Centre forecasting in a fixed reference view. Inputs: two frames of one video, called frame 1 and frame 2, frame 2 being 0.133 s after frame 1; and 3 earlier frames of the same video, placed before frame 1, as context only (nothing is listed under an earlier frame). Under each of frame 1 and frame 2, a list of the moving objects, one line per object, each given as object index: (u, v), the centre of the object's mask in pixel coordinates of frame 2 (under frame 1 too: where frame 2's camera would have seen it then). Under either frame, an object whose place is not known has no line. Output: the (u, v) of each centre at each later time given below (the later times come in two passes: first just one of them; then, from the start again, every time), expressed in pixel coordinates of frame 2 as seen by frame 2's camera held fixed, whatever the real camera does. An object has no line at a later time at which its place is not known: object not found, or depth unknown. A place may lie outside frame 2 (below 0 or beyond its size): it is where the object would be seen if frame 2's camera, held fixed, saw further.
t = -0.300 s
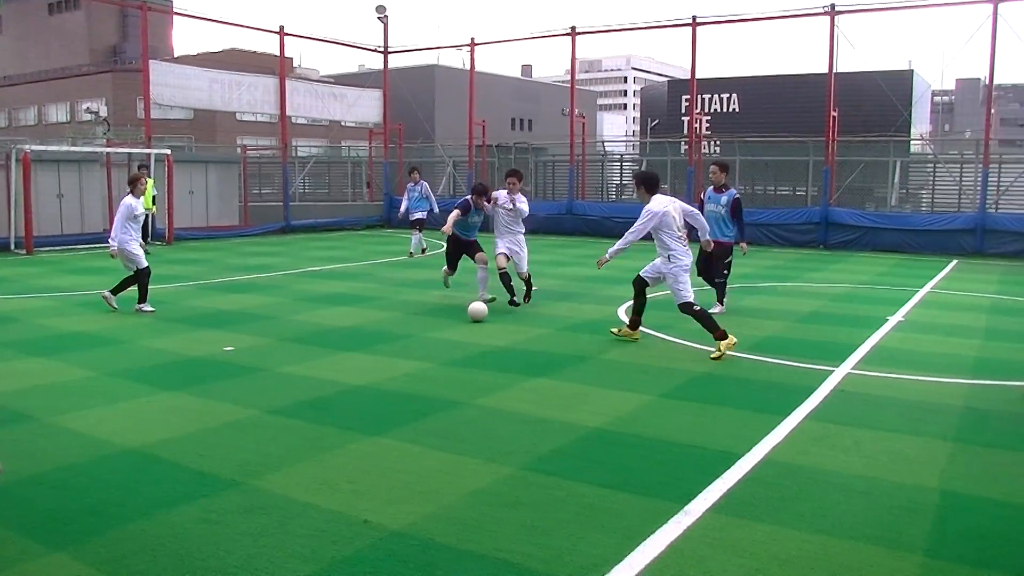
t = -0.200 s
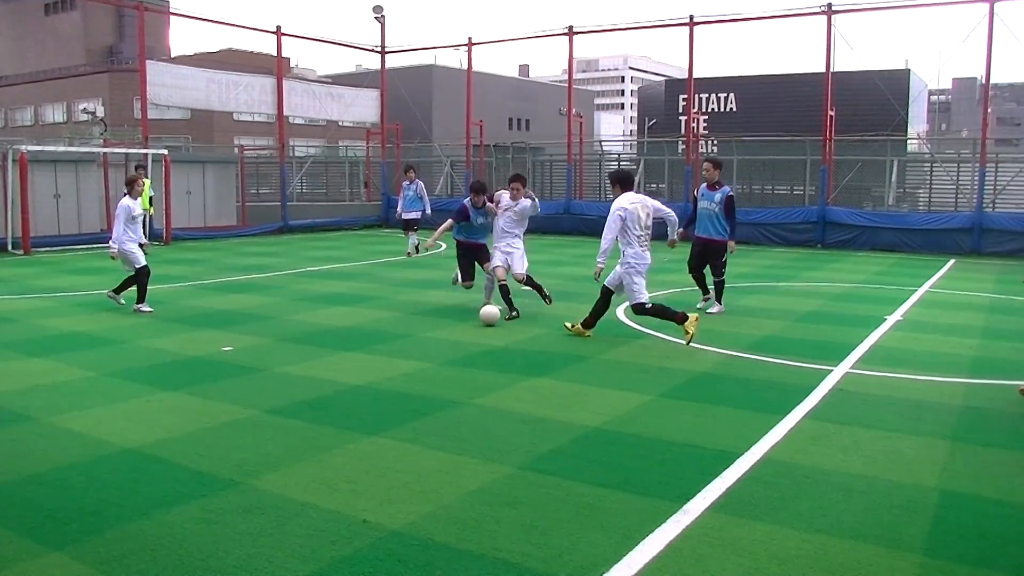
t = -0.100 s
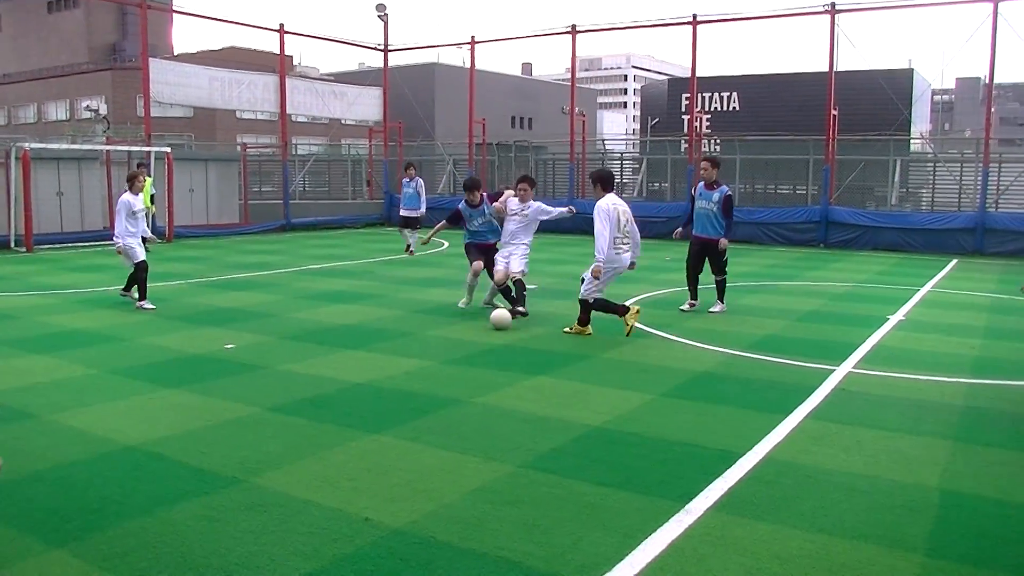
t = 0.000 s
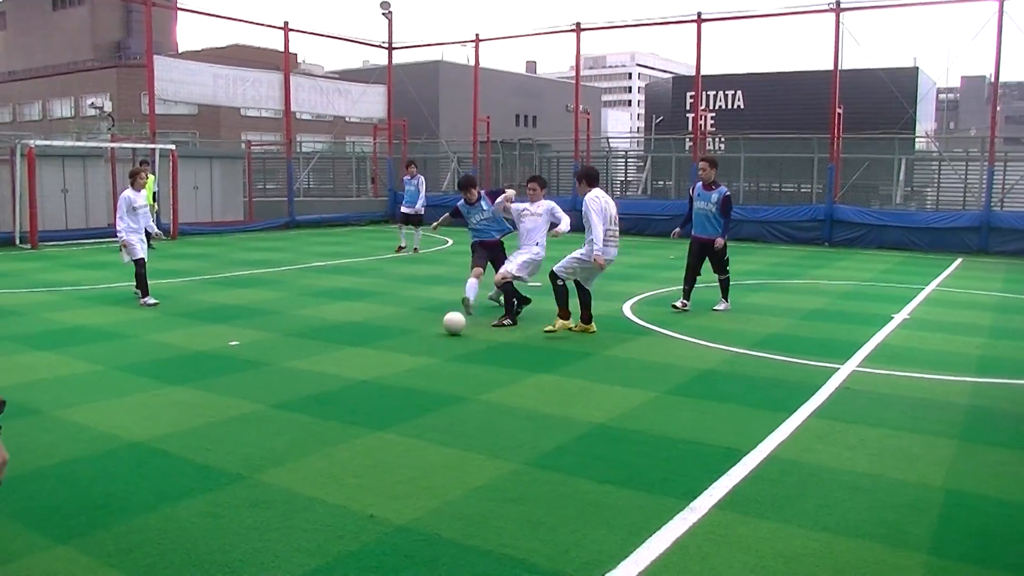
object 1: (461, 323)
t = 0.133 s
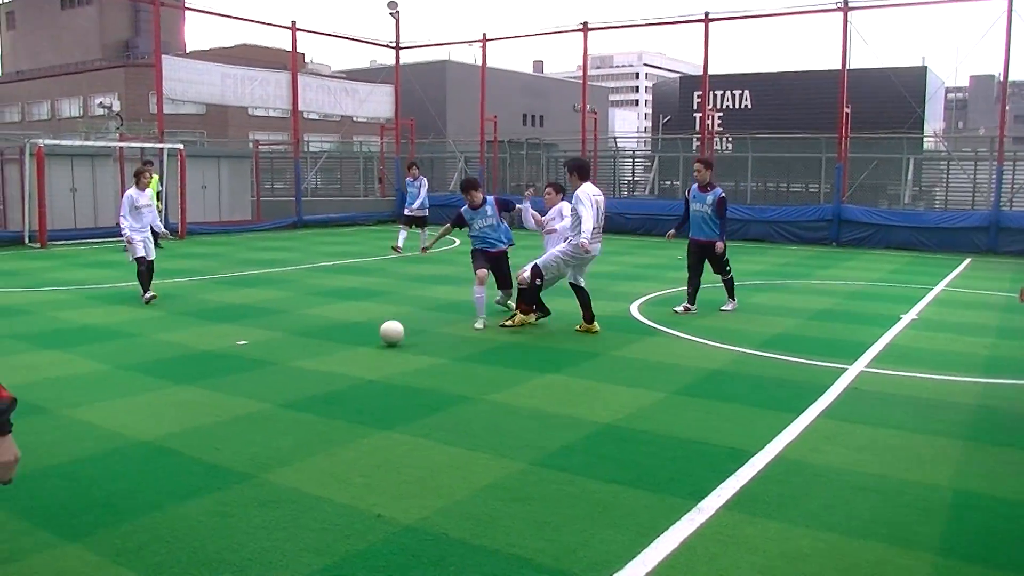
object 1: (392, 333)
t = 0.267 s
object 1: (315, 345)
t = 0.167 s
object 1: (374, 337)
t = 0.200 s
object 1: (355, 339)
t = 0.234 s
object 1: (335, 343)
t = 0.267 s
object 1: (315, 345)
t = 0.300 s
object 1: (293, 347)
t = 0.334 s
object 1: (272, 351)
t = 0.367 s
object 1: (249, 354)
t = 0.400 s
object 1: (227, 356)
